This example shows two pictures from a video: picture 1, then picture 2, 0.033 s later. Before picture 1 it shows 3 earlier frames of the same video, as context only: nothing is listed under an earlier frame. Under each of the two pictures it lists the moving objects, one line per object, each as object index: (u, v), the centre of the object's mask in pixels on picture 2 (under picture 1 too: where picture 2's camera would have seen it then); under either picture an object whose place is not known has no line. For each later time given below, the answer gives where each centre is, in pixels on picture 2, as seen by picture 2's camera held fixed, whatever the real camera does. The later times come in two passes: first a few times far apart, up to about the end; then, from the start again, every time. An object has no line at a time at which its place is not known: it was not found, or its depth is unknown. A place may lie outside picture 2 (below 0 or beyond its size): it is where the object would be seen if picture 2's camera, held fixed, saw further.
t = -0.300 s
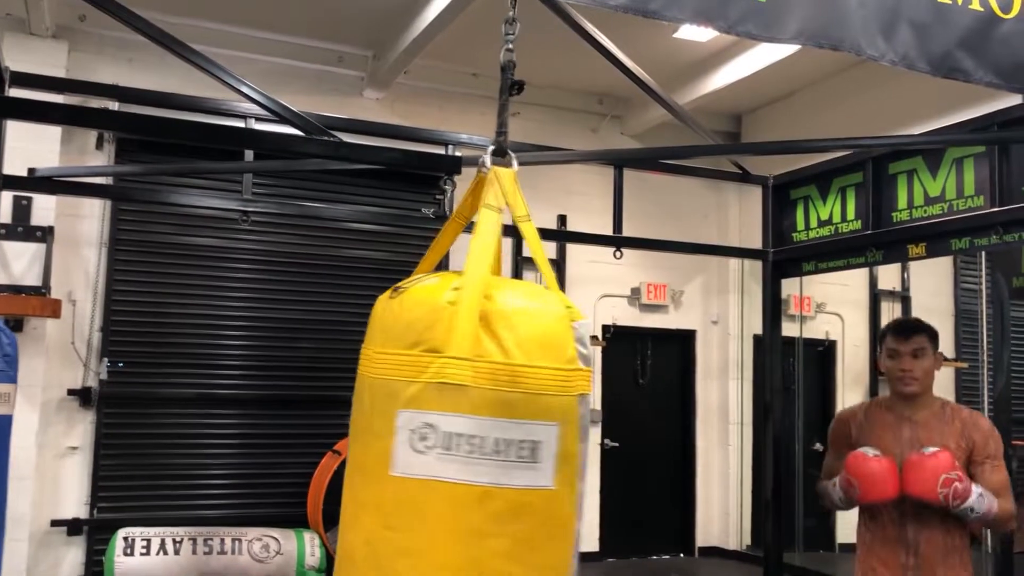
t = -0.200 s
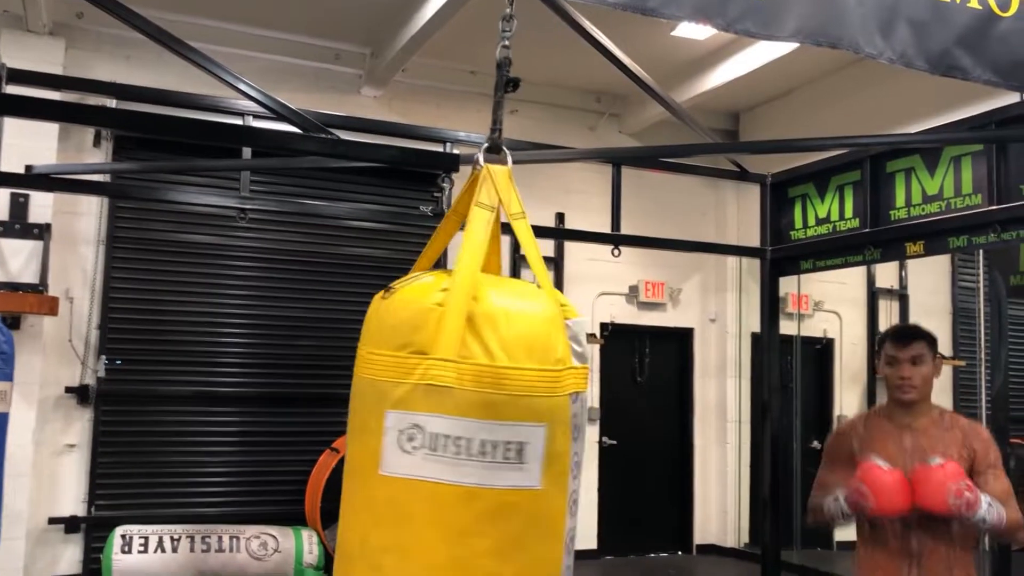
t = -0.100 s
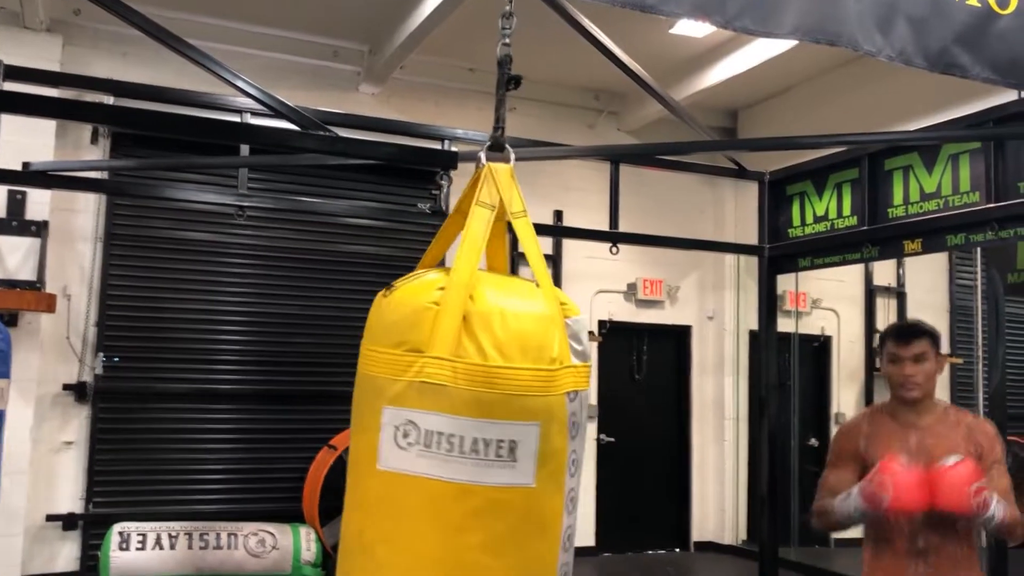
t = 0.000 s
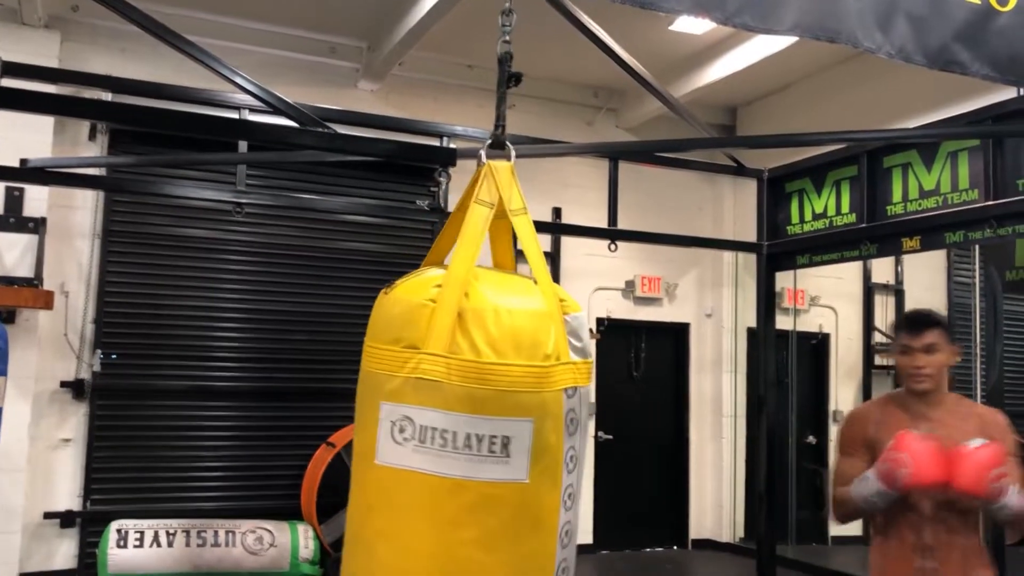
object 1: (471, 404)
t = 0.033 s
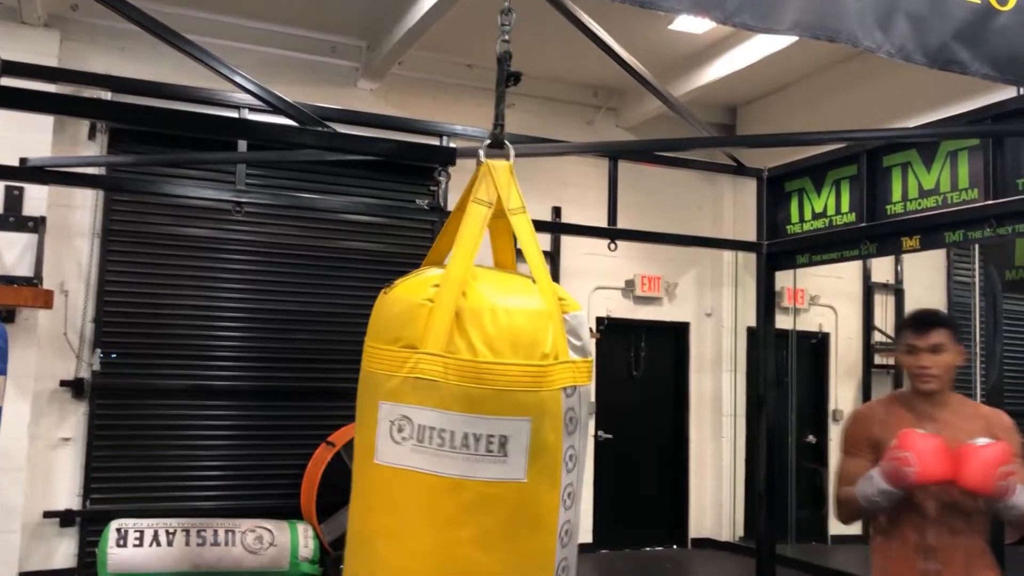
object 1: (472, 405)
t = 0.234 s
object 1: (487, 409)
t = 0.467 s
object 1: (506, 413)
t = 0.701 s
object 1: (522, 414)
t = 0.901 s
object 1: (531, 413)
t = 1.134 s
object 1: (527, 412)
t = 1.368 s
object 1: (512, 411)
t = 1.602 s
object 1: (491, 412)
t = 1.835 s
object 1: (475, 413)
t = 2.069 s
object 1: (468, 413)
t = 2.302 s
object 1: (470, 415)
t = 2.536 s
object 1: (484, 416)
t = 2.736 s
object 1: (498, 417)
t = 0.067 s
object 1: (474, 405)
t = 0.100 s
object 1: (475, 406)
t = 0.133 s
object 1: (477, 407)
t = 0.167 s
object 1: (480, 408)
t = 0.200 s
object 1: (484, 409)
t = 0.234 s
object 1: (487, 409)
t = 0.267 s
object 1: (490, 410)
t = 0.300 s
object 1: (492, 411)
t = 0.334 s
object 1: (495, 412)
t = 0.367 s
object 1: (497, 412)
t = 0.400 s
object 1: (500, 412)
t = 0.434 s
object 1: (503, 413)
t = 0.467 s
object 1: (506, 413)
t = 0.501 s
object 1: (509, 413)
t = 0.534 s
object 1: (512, 414)
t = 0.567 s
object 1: (514, 415)
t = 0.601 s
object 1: (517, 414)
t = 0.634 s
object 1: (519, 414)
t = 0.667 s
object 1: (521, 414)
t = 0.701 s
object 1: (522, 414)
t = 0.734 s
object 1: (524, 414)
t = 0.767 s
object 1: (525, 414)
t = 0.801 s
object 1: (527, 414)
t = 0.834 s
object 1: (528, 413)
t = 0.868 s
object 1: (530, 413)
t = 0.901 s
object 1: (531, 413)
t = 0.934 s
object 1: (531, 413)
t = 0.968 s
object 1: (531, 412)
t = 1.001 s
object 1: (531, 412)
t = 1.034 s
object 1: (530, 412)
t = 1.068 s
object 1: (529, 412)
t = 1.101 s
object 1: (528, 412)
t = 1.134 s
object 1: (527, 412)
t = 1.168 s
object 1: (526, 411)
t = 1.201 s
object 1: (525, 411)
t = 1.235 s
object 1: (523, 411)
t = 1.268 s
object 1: (520, 411)
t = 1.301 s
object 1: (518, 411)
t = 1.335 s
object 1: (515, 411)
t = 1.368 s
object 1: (512, 411)
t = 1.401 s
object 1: (508, 412)
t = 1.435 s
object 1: (505, 412)
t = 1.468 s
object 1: (503, 412)
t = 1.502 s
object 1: (501, 412)
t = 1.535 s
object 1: (499, 411)
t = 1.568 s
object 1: (495, 412)
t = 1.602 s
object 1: (491, 412)
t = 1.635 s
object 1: (488, 413)
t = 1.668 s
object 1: (486, 413)
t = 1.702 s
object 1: (483, 412)
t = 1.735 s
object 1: (481, 412)
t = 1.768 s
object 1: (480, 412)
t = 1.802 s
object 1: (477, 413)
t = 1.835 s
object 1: (475, 413)
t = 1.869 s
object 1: (474, 413)
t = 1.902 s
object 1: (473, 413)
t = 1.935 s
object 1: (471, 413)
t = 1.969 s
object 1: (470, 412)
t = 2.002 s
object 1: (469, 413)
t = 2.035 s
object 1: (469, 413)
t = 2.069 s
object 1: (468, 413)
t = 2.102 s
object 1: (468, 413)
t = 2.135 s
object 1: (468, 413)
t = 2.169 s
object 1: (469, 413)
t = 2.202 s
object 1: (469, 414)
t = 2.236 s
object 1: (469, 414)
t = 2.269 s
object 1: (469, 414)
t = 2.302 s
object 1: (470, 415)
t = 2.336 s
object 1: (471, 415)
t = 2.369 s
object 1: (473, 415)
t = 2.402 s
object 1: (475, 415)
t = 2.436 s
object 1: (477, 415)
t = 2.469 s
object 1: (479, 415)
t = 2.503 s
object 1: (482, 415)
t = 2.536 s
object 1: (484, 416)
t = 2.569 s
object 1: (485, 416)
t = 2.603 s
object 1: (488, 416)
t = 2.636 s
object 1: (490, 417)
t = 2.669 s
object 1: (493, 417)
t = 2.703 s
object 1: (495, 417)
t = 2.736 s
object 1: (498, 417)
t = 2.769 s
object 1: (500, 418)
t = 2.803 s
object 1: (503, 418)
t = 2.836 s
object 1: (507, 418)
